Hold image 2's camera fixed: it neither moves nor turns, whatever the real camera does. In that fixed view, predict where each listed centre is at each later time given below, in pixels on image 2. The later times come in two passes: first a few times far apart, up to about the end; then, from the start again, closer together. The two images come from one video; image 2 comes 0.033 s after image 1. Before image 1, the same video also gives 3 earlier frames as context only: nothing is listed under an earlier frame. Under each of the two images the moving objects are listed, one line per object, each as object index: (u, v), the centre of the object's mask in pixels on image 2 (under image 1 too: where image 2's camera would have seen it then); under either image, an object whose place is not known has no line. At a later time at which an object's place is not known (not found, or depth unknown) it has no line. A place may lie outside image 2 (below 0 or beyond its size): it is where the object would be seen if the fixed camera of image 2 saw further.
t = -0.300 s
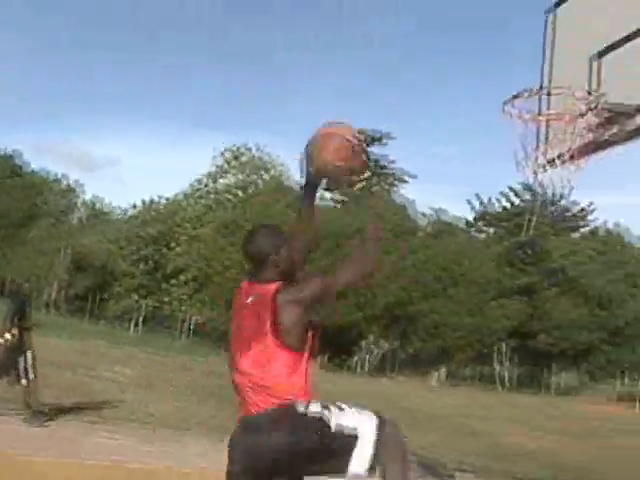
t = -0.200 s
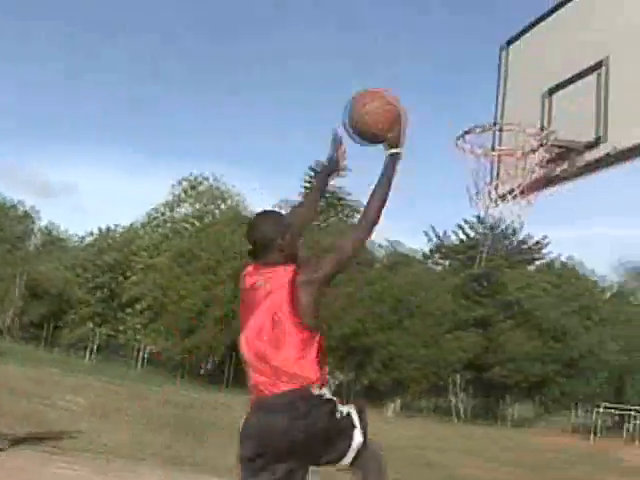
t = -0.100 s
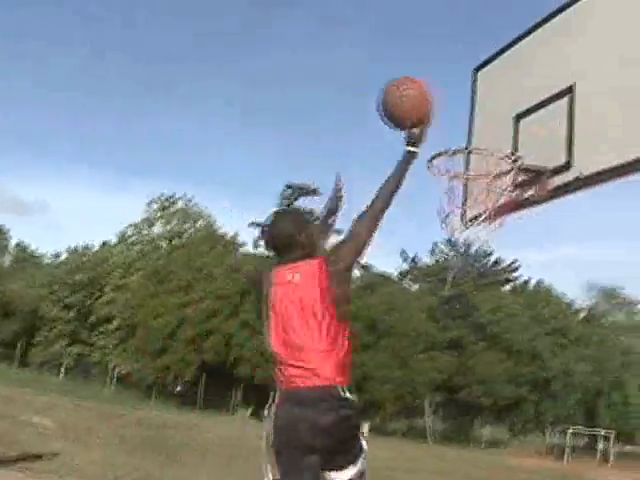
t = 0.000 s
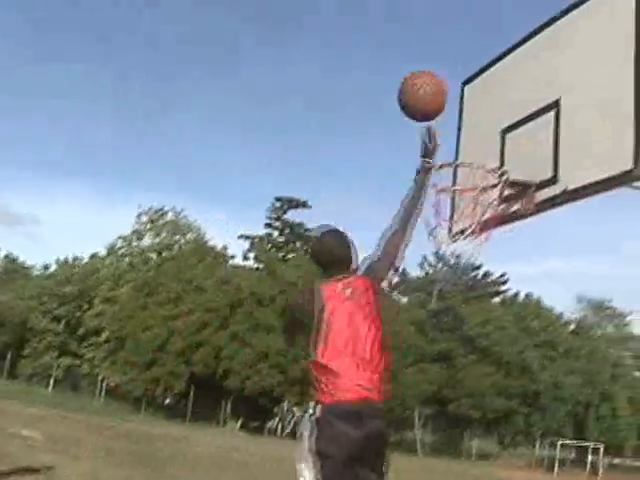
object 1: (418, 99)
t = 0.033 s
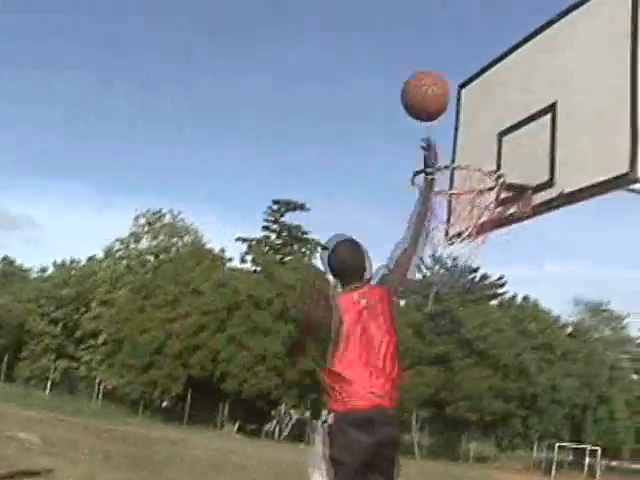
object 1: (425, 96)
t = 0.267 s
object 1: (458, 130)
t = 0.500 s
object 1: (440, 202)
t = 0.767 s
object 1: (403, 232)
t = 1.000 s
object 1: (379, 331)
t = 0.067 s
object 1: (432, 94)
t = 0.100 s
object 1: (437, 95)
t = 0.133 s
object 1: (441, 98)
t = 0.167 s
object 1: (445, 103)
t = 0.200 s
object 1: (450, 110)
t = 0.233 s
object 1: (454, 119)
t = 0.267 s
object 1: (458, 130)
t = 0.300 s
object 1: (461, 142)
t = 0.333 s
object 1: (466, 155)
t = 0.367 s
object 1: (470, 174)
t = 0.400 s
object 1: (466, 182)
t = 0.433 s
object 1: (458, 188)
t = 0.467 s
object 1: (449, 192)
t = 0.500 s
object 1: (440, 202)
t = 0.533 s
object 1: (431, 212)
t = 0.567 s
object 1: (421, 223)
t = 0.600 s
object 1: (416, 223)
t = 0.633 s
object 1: (412, 222)
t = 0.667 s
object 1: (410, 220)
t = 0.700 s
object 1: (410, 221)
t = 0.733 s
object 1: (408, 226)
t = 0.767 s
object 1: (403, 232)
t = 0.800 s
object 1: (401, 239)
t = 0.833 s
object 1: (397, 250)
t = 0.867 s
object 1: (393, 263)
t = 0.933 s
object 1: (389, 291)
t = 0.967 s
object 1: (385, 306)
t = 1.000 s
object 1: (379, 331)
